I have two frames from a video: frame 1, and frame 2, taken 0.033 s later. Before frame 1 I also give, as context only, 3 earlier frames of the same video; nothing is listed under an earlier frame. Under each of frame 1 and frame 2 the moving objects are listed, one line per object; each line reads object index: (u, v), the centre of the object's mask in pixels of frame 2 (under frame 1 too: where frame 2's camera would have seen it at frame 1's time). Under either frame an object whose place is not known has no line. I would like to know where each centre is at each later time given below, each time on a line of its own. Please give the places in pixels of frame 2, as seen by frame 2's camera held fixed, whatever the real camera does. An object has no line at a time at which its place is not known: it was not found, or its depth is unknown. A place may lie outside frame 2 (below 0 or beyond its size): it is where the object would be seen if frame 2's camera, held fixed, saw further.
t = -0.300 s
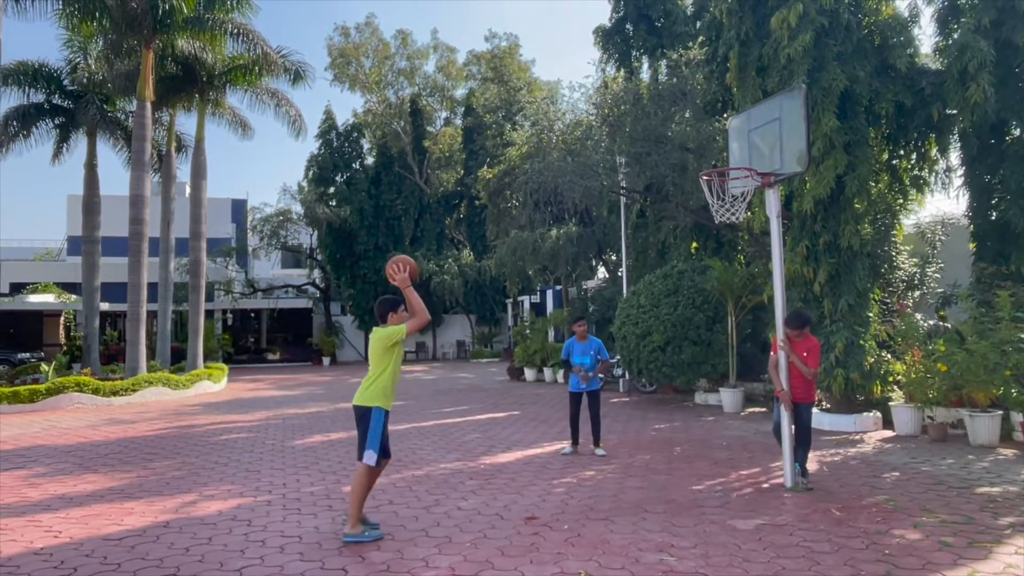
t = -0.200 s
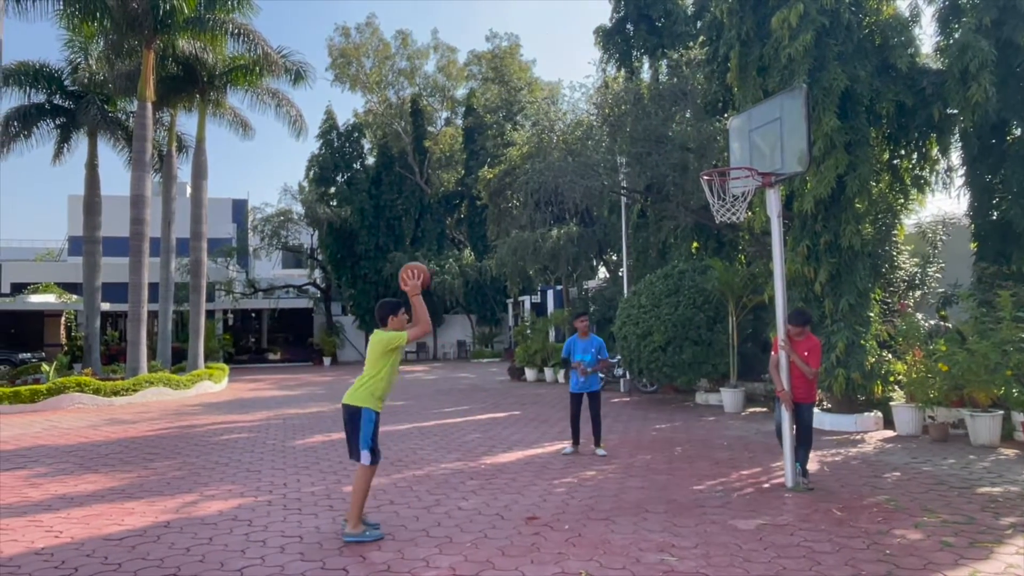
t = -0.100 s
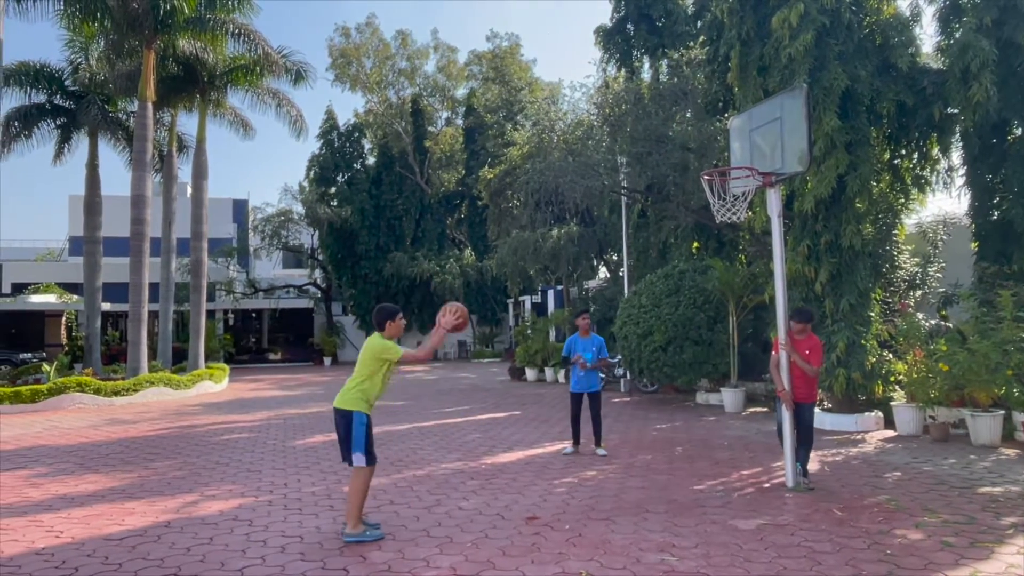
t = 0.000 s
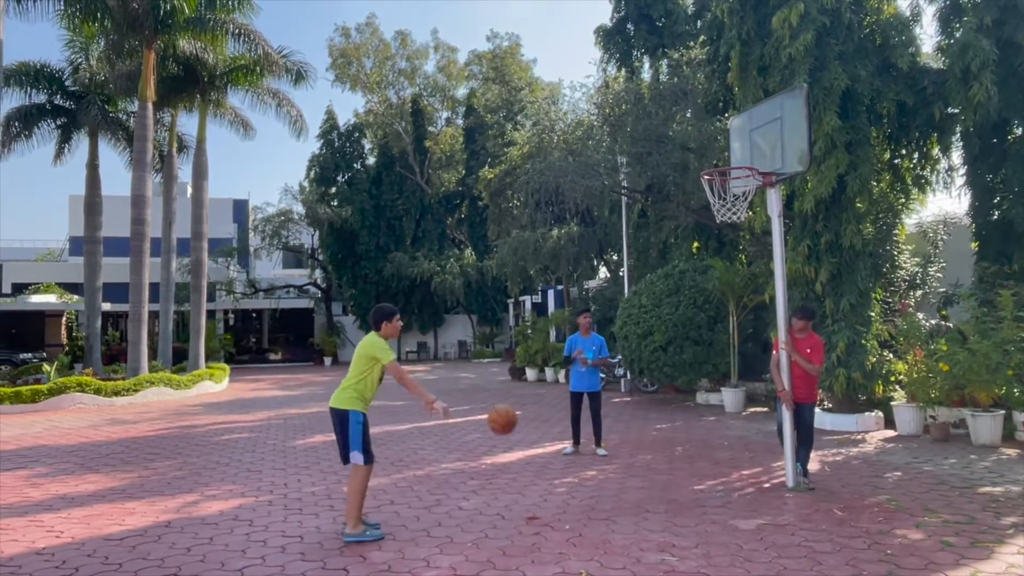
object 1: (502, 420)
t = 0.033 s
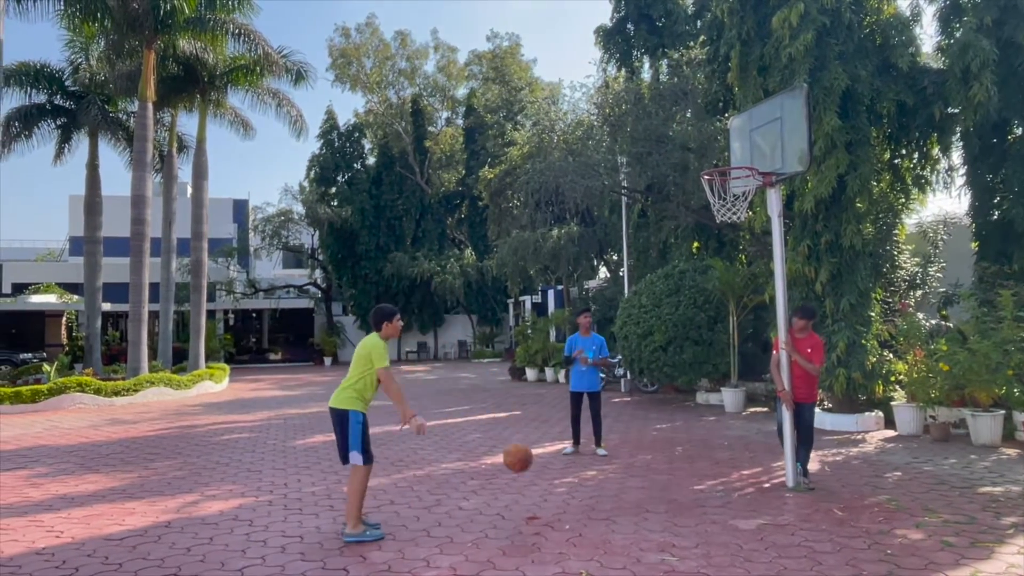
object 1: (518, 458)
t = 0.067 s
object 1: (533, 497)
